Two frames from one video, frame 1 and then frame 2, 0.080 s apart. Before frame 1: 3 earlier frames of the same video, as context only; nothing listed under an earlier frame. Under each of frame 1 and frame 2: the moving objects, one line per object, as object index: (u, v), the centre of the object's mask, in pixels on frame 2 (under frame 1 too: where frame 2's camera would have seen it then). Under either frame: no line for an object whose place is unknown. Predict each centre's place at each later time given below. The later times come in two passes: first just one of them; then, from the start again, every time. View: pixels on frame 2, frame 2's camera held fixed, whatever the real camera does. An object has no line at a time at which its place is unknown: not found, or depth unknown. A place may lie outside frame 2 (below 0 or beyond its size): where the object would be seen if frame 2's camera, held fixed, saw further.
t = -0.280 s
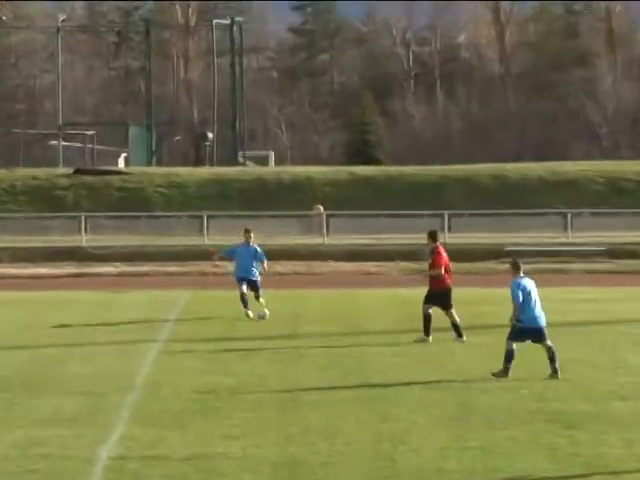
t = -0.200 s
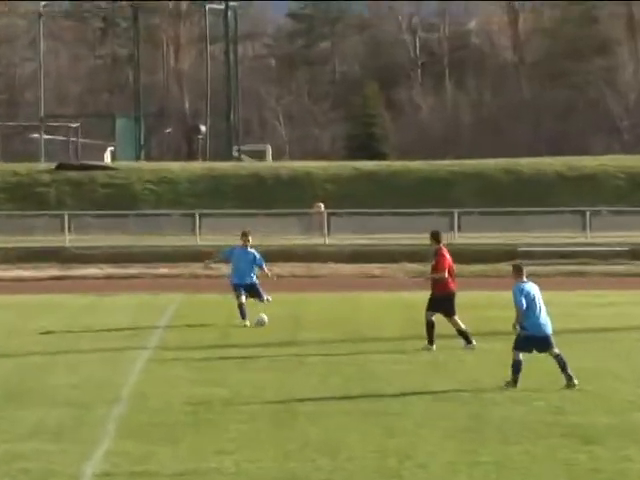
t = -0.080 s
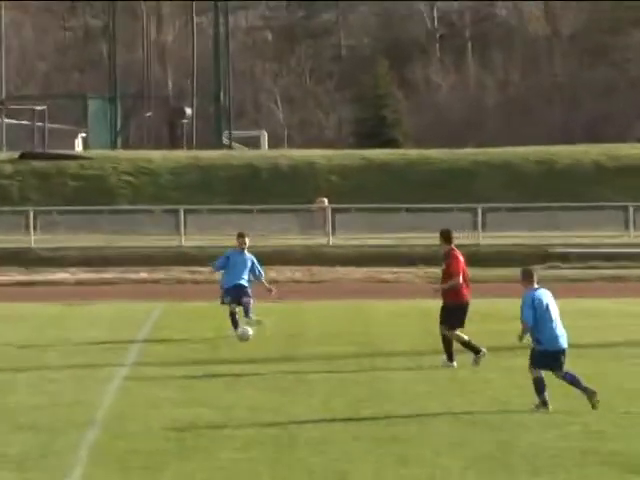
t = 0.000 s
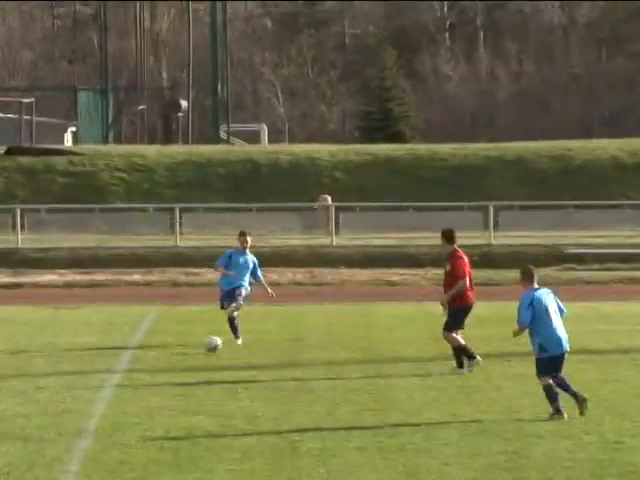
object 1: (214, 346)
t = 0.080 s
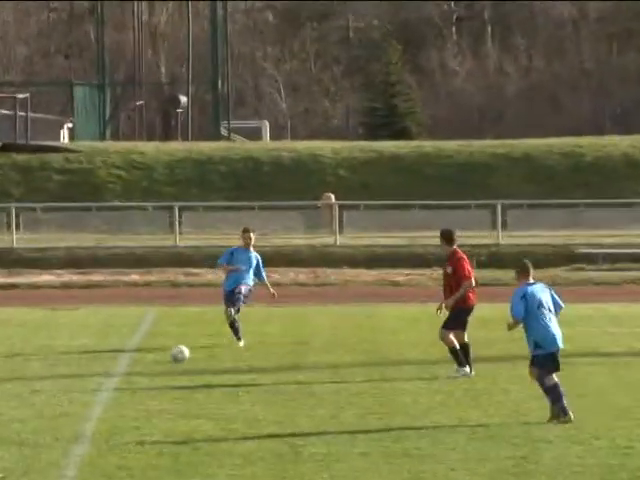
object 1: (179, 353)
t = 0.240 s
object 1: (113, 366)
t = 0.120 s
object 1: (162, 355)
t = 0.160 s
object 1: (147, 356)
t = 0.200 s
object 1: (129, 360)
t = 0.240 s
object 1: (113, 366)
